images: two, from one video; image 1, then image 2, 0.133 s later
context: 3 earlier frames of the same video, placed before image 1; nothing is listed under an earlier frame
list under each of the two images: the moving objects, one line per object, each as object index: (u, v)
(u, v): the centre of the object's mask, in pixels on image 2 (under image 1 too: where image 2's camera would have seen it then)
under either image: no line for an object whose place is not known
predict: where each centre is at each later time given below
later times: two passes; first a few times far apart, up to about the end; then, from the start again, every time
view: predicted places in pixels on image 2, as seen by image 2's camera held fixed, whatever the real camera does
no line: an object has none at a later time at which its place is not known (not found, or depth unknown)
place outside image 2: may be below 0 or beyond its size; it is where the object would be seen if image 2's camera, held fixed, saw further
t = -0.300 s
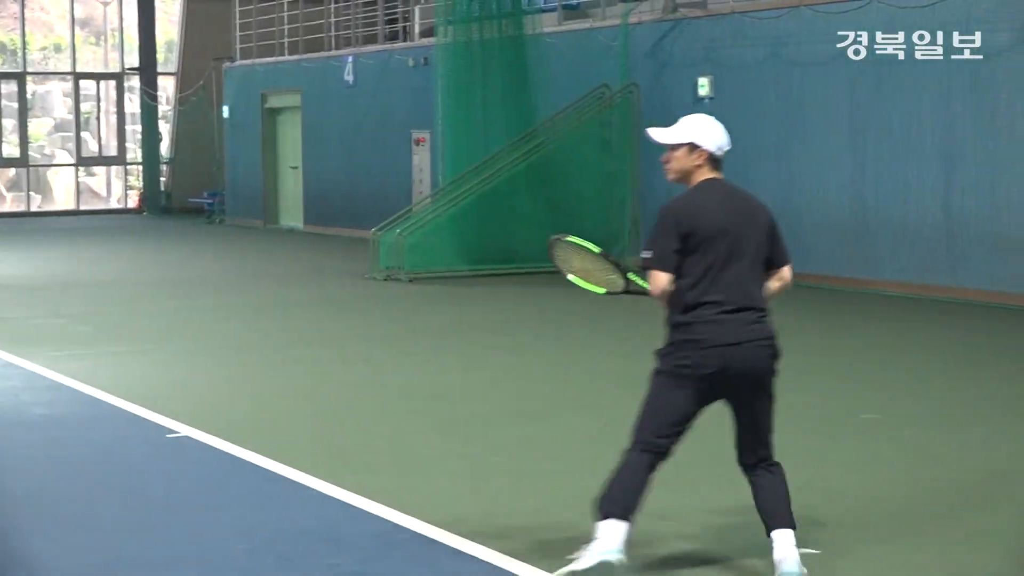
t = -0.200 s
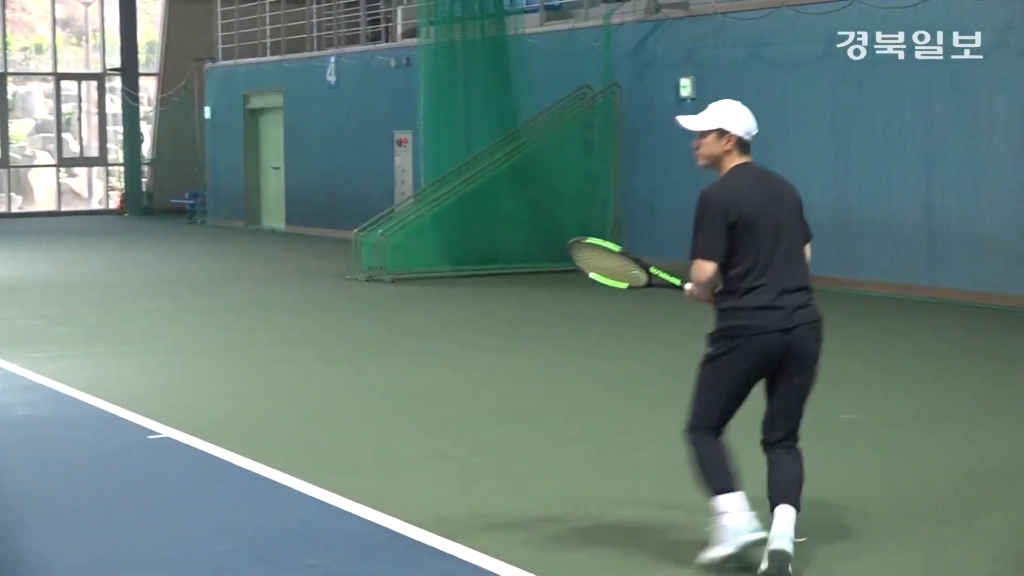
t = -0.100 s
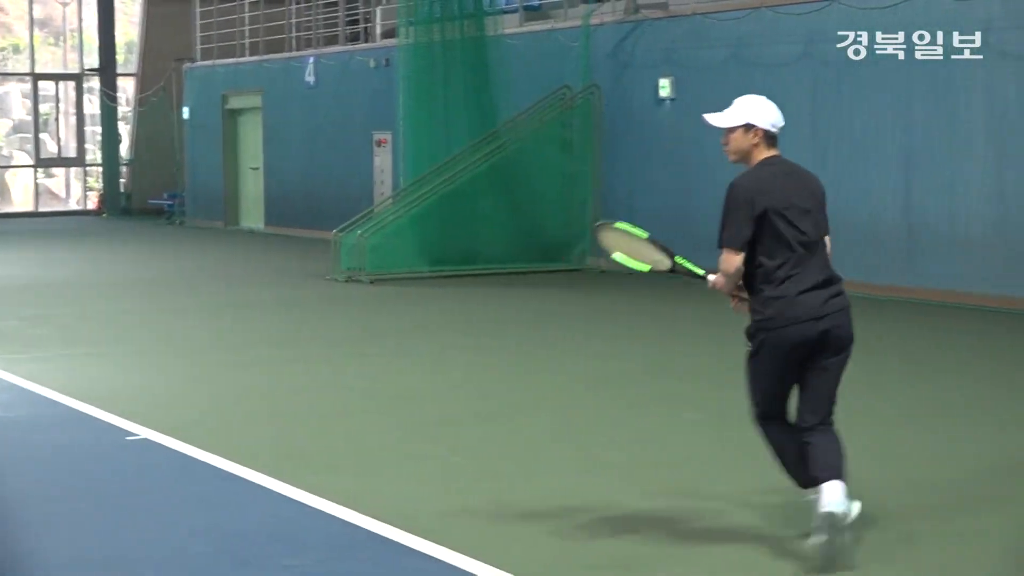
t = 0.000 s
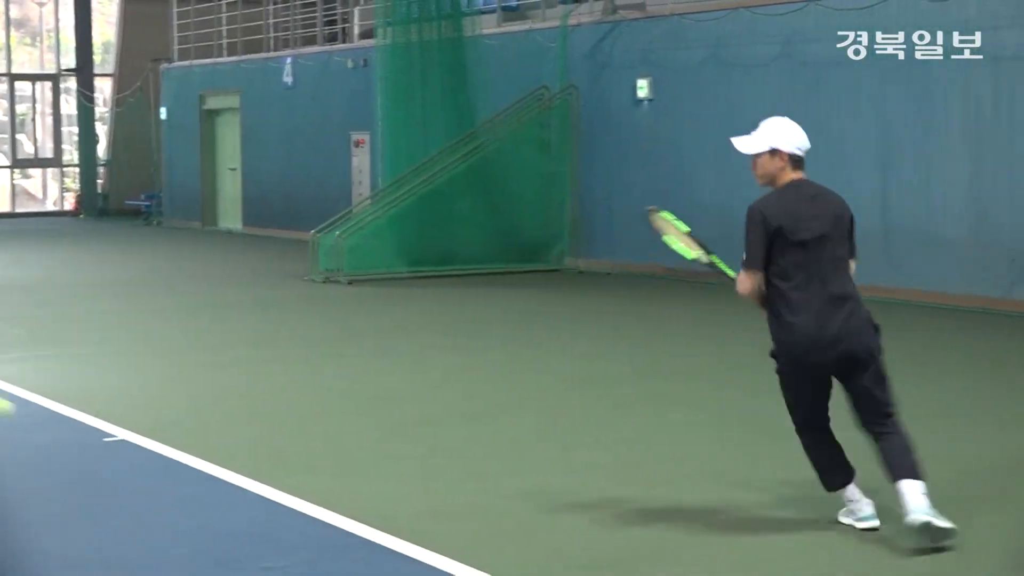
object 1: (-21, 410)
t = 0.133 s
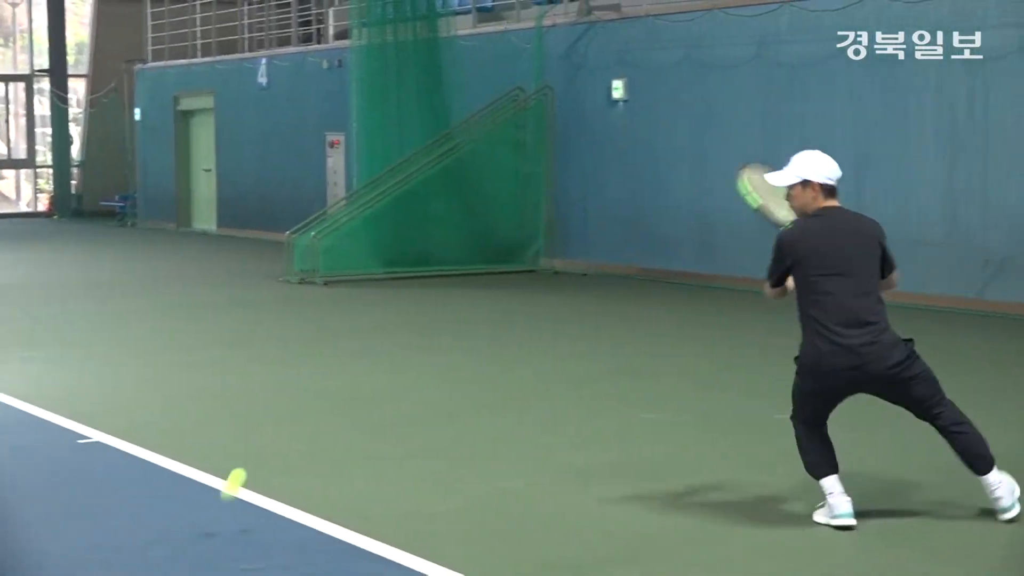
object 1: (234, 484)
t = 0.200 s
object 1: (290, 401)
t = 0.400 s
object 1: (450, 230)
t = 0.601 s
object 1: (600, 165)
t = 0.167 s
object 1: (262, 441)
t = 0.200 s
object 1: (290, 401)
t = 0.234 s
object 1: (318, 365)
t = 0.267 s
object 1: (345, 332)
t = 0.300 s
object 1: (371, 302)
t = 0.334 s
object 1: (398, 275)
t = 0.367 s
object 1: (424, 251)
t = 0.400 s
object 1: (450, 230)
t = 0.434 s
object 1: (476, 212)
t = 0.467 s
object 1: (501, 197)
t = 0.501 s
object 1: (526, 185)
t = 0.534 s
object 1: (551, 176)
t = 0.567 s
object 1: (576, 169)
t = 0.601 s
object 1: (600, 165)
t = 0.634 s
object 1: (625, 163)
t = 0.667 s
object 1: (649, 164)
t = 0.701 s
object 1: (673, 166)
